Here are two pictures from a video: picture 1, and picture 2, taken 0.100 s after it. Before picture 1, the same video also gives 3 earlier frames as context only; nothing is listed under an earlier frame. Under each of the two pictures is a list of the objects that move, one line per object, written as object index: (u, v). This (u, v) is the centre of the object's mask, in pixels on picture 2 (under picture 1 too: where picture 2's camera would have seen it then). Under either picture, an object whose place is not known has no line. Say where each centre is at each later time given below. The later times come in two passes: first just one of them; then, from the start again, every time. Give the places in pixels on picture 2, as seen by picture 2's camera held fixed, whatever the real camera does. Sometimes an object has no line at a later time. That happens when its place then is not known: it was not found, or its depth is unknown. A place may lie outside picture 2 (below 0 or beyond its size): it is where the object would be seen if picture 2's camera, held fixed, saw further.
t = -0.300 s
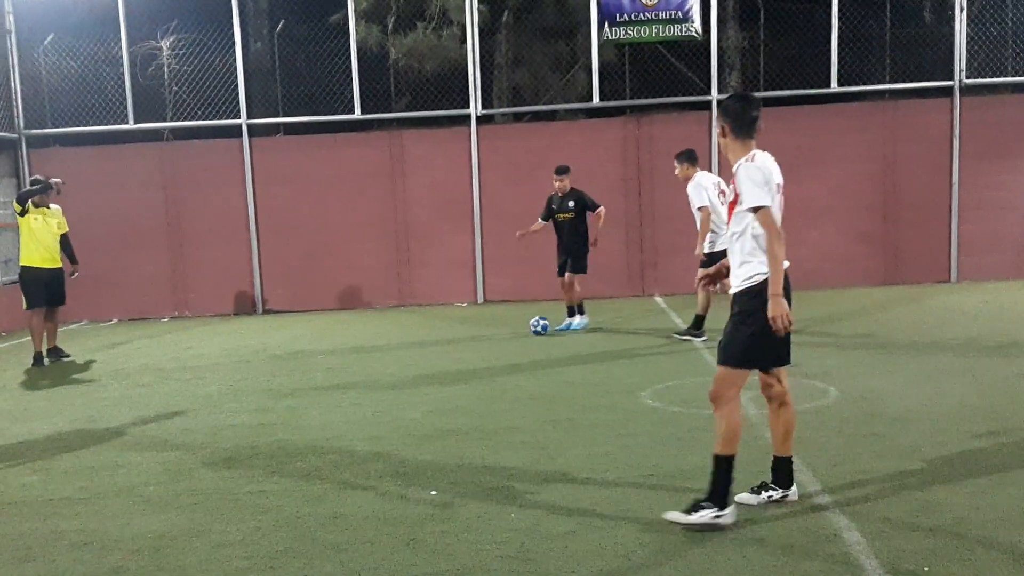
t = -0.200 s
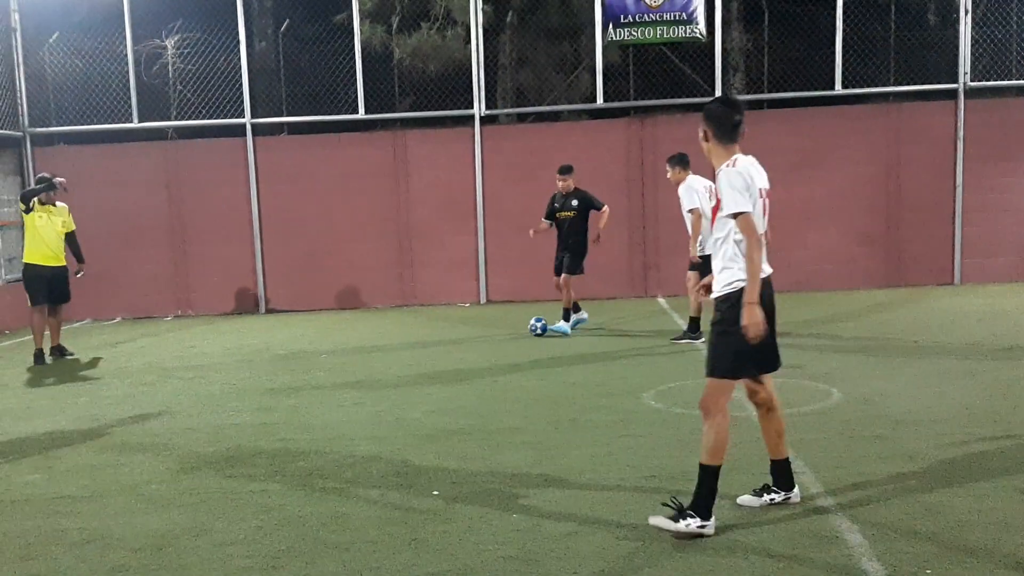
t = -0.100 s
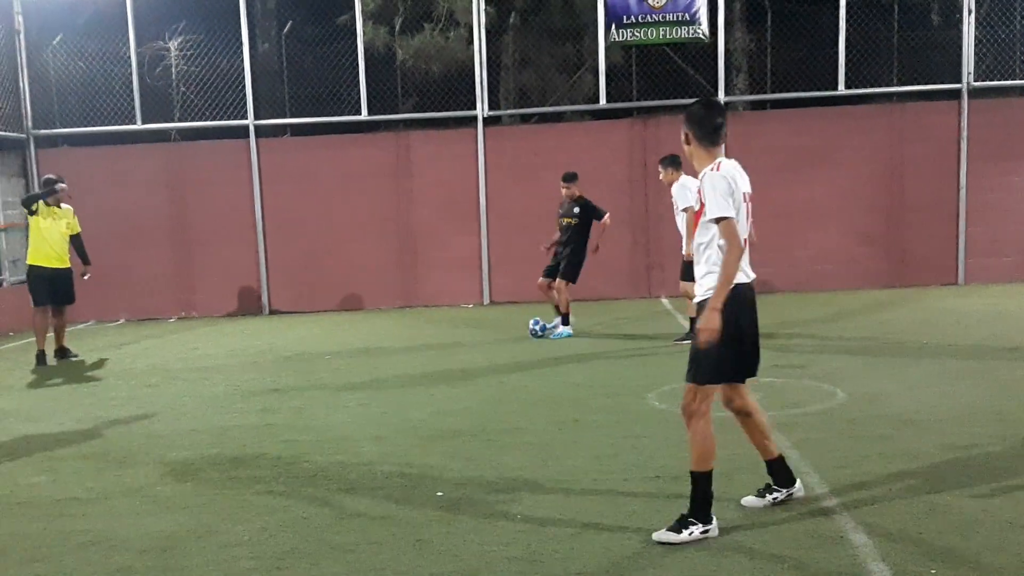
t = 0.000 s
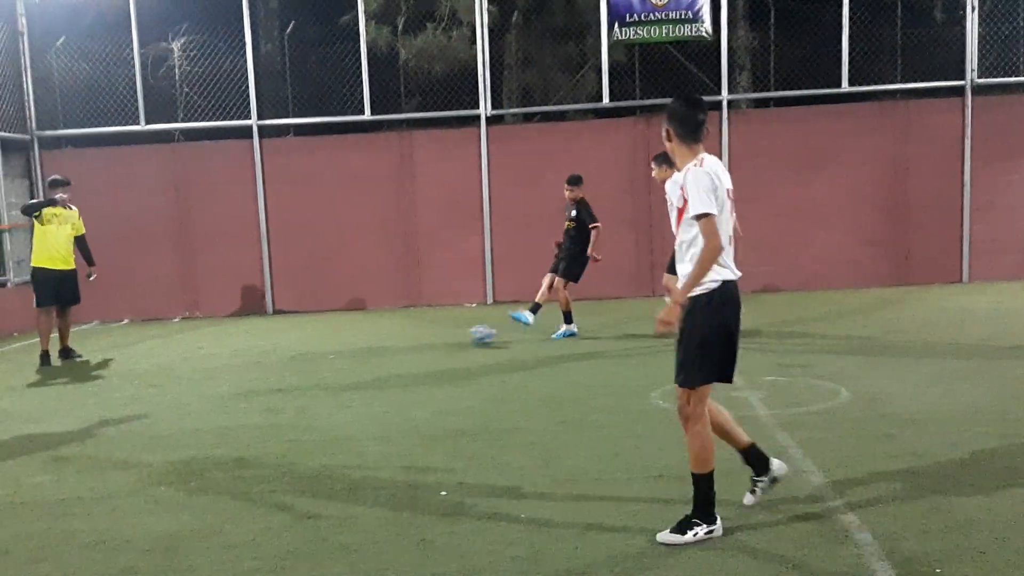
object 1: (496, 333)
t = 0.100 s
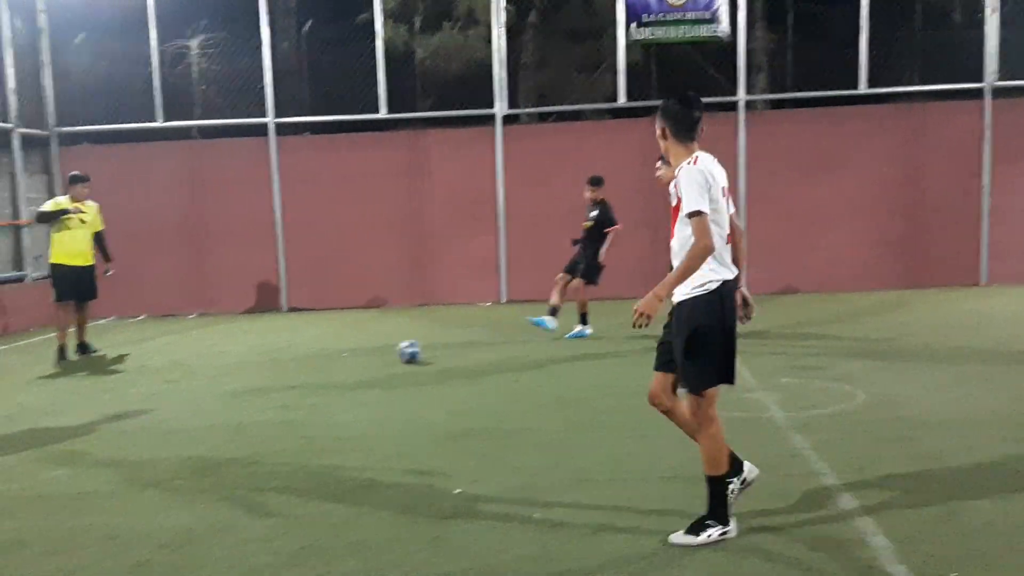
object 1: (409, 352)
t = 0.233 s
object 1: (284, 373)
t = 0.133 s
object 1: (380, 357)
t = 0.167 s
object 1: (348, 363)
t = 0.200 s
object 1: (315, 369)
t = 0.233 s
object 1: (284, 373)
